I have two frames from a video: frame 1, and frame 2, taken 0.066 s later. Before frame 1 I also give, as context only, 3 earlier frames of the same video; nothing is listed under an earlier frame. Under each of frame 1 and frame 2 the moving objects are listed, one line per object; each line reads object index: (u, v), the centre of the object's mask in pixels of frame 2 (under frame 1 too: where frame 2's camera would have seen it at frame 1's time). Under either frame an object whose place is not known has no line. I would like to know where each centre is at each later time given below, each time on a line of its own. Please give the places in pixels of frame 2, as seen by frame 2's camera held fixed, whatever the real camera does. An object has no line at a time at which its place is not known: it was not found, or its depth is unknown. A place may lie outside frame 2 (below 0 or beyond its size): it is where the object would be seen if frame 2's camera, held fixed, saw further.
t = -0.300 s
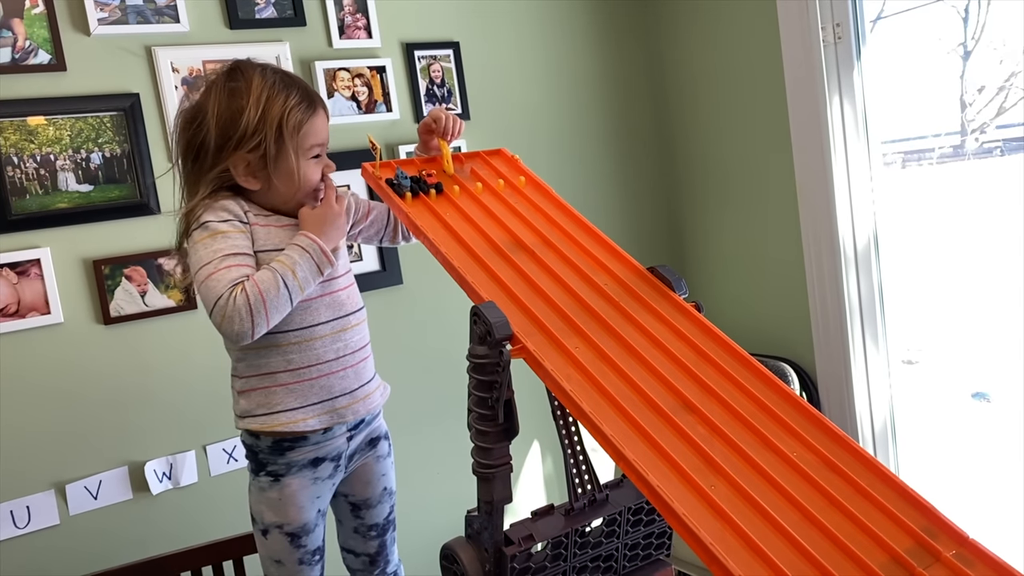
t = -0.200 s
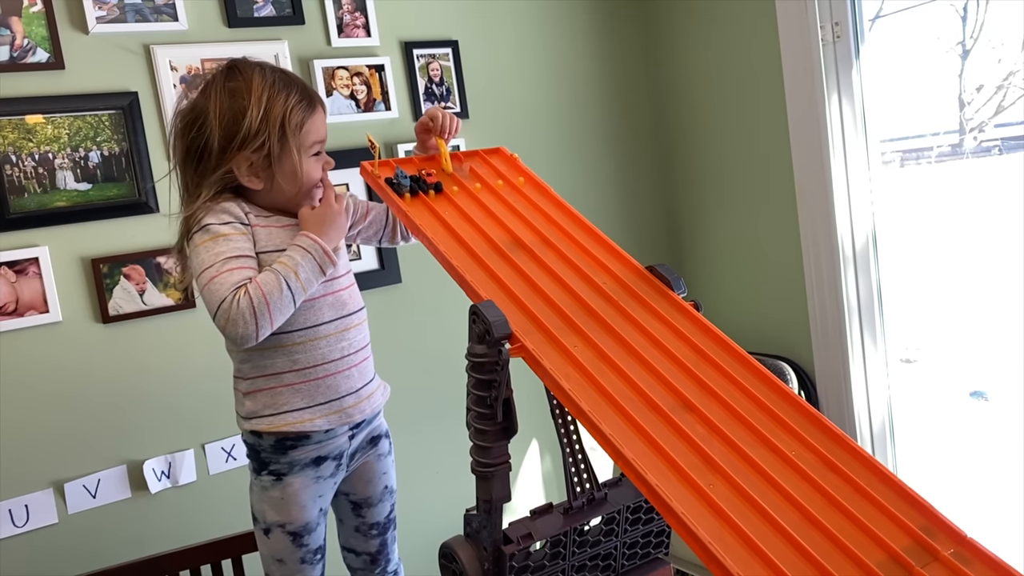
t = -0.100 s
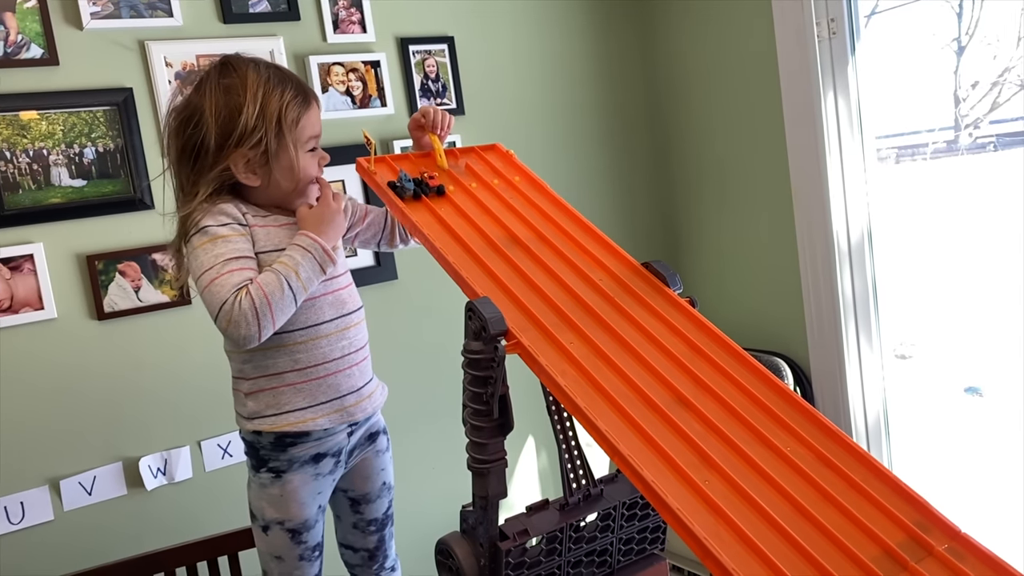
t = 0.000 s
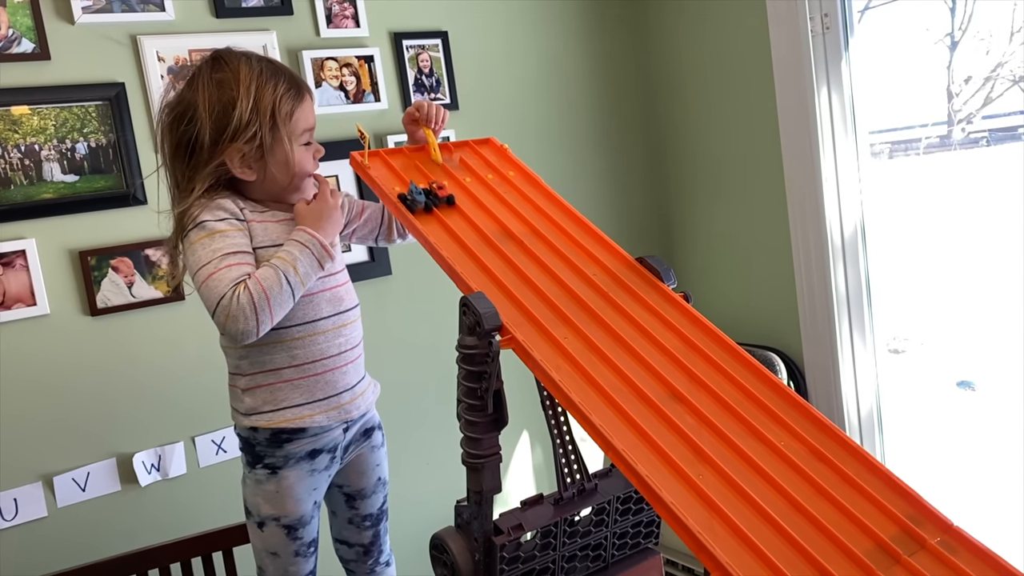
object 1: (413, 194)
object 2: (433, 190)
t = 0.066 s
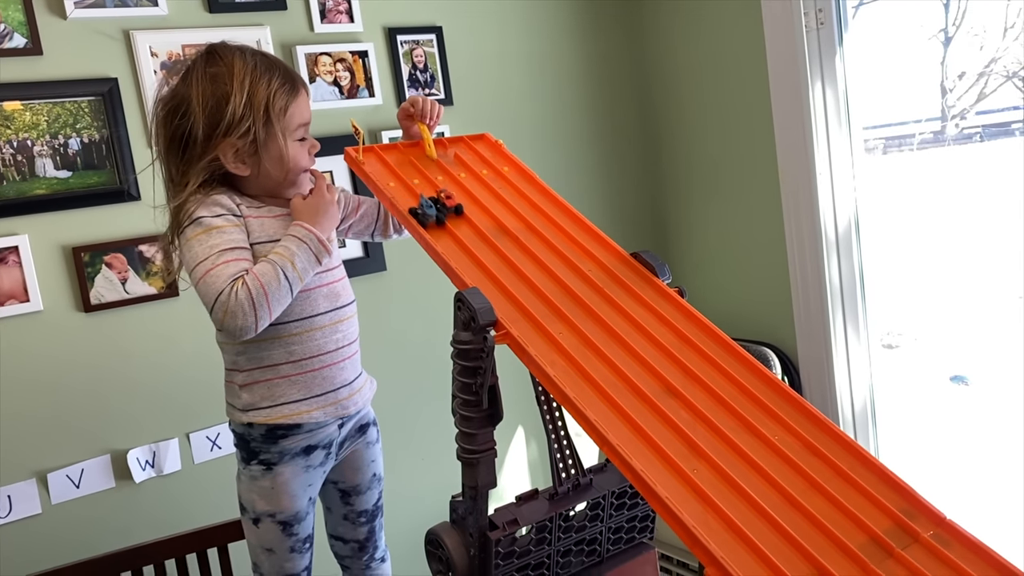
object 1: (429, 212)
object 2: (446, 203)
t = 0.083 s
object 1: (434, 217)
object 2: (450, 206)
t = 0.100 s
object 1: (439, 222)
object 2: (455, 212)
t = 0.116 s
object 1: (444, 227)
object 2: (460, 216)
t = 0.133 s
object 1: (449, 234)
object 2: (465, 222)
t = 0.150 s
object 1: (456, 240)
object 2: (470, 227)
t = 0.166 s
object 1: (461, 247)
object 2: (476, 232)
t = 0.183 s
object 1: (468, 254)
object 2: (481, 238)
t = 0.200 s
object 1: (474, 261)
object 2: (488, 244)
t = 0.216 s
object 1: (481, 269)
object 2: (495, 251)
